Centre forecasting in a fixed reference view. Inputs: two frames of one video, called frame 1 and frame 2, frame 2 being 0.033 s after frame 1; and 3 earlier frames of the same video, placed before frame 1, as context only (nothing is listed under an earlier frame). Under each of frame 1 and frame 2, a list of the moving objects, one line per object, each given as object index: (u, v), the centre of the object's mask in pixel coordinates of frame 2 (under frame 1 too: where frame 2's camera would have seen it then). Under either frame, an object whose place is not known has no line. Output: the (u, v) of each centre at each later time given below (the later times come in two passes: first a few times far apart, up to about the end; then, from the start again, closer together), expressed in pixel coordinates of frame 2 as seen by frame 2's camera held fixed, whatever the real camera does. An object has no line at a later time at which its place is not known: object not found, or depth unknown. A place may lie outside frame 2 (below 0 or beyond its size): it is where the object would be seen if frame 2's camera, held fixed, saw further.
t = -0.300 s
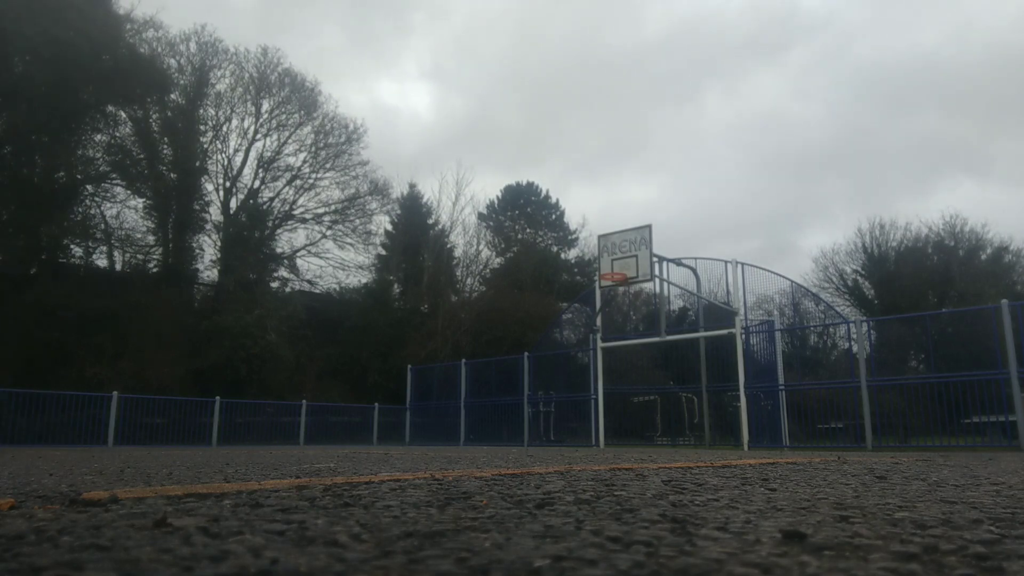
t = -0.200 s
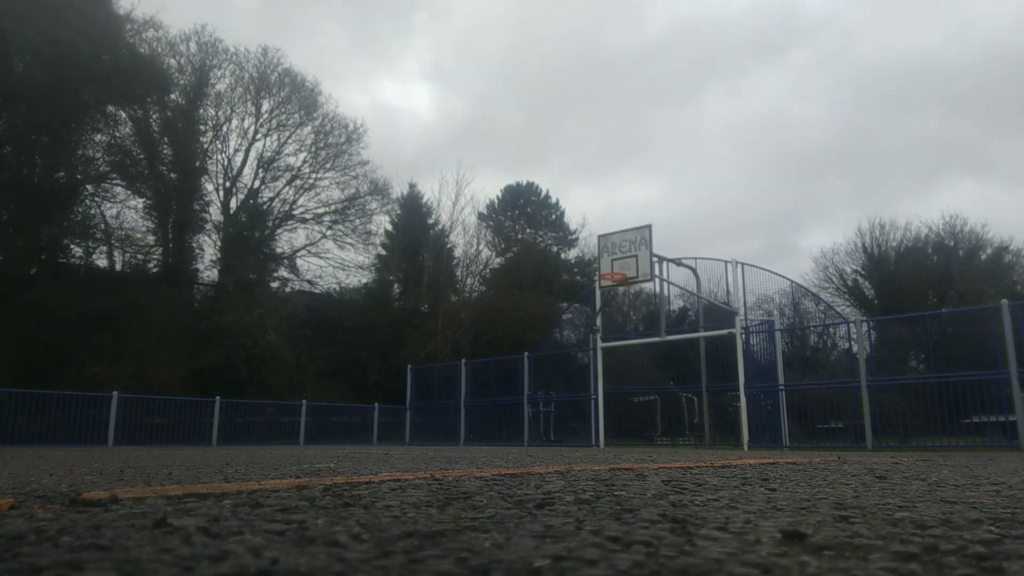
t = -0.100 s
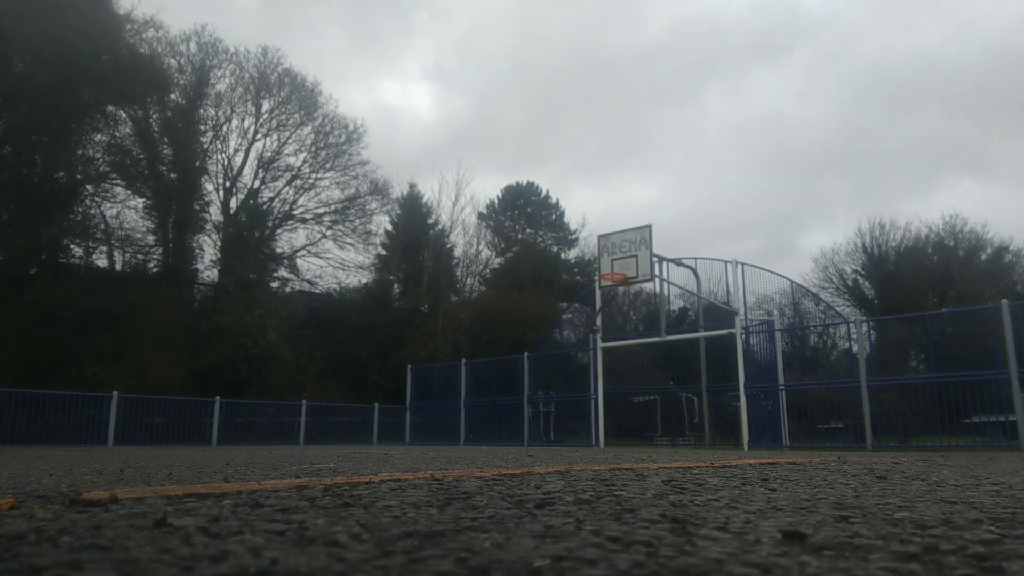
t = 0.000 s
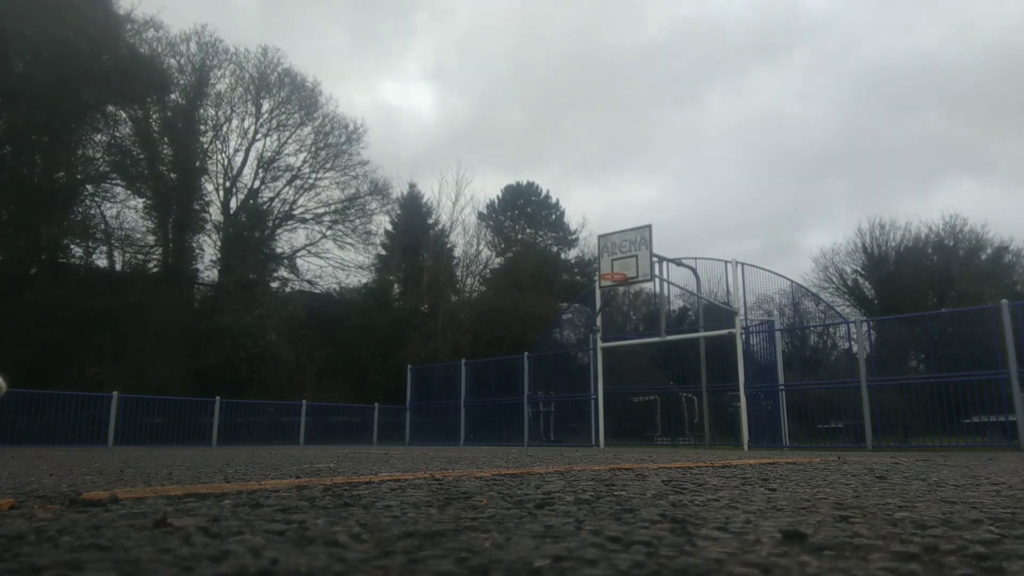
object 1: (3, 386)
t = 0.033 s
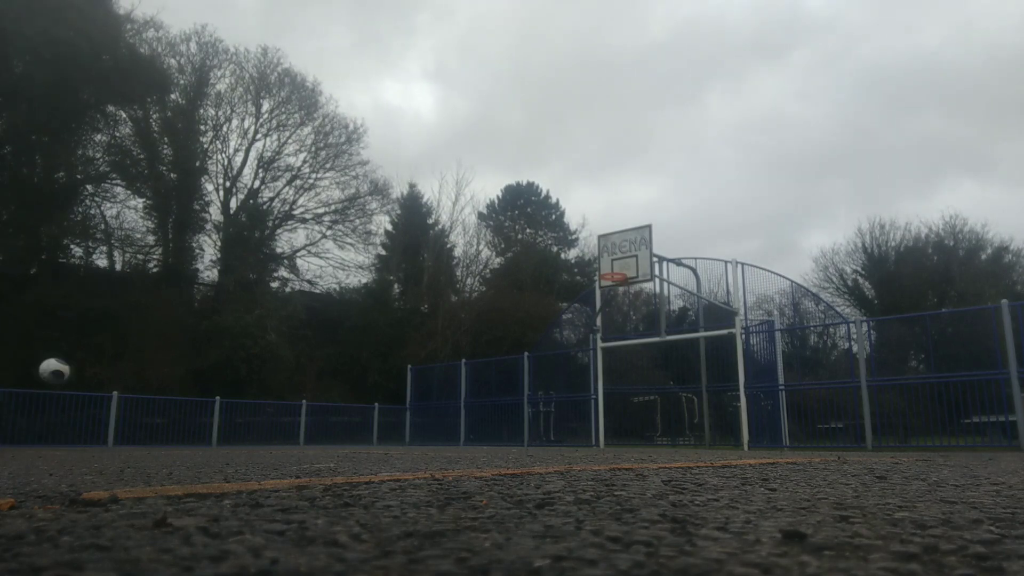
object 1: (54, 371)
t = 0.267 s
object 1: (342, 319)
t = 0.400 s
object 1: (435, 315)
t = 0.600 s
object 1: (531, 329)
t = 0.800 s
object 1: (598, 354)
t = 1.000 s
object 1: (637, 382)
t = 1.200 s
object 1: (641, 400)
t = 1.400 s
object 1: (651, 438)
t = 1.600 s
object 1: (655, 394)
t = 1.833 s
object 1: (663, 376)
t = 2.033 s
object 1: (674, 394)
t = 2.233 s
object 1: (691, 430)
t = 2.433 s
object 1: (704, 386)
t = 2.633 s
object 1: (723, 383)
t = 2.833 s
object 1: (752, 435)
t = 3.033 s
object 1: (784, 384)
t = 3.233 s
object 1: (832, 380)
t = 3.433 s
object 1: (901, 407)
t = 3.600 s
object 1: (982, 374)
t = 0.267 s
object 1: (342, 319)
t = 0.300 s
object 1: (369, 317)
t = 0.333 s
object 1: (393, 316)
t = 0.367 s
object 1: (415, 316)
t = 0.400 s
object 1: (435, 315)
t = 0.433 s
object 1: (454, 317)
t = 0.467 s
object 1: (472, 318)
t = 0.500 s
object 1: (488, 320)
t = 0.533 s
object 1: (504, 323)
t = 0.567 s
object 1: (518, 325)
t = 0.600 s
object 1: (531, 329)
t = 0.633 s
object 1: (543, 332)
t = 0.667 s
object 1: (556, 335)
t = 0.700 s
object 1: (566, 340)
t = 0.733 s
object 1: (577, 345)
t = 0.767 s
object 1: (588, 349)
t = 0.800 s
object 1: (598, 354)
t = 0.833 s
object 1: (607, 360)
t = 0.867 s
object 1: (616, 366)
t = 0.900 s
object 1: (624, 372)
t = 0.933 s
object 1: (632, 378)
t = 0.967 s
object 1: (637, 382)
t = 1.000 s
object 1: (637, 382)
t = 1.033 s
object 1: (638, 384)
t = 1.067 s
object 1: (638, 386)
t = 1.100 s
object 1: (639, 388)
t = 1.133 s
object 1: (639, 392)
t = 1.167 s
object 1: (640, 396)
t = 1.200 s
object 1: (641, 400)
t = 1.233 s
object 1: (642, 407)
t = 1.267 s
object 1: (644, 413)
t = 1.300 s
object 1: (646, 422)
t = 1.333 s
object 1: (647, 431)
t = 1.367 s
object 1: (649, 440)
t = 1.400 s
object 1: (651, 438)
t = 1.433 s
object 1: (651, 430)
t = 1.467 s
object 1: (651, 422)
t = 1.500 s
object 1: (652, 413)
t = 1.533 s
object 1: (653, 407)
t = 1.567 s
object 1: (653, 400)
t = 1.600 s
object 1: (655, 394)
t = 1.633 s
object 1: (656, 390)
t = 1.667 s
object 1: (657, 385)
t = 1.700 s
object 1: (658, 382)
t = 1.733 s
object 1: (660, 379)
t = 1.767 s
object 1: (661, 377)
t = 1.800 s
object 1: (662, 376)
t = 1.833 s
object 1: (663, 376)
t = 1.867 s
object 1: (666, 377)
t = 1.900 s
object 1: (667, 378)
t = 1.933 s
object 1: (668, 381)
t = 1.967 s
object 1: (671, 384)
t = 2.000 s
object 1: (673, 389)
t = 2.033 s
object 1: (674, 394)
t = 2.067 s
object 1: (678, 402)
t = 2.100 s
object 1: (680, 410)
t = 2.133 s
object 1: (683, 421)
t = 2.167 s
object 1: (686, 432)
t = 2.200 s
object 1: (689, 439)
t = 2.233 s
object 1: (691, 430)
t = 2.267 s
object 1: (693, 421)
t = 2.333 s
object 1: (696, 404)
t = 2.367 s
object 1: (700, 397)
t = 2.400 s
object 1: (702, 392)
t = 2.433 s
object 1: (704, 386)
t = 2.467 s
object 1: (707, 384)
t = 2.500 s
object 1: (710, 381)
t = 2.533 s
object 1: (714, 380)
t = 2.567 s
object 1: (716, 380)
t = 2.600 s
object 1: (720, 380)
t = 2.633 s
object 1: (723, 383)
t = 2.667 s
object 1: (728, 386)
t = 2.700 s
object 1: (732, 394)
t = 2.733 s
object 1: (737, 400)
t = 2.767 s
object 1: (741, 410)
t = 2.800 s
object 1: (747, 422)
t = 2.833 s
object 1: (752, 435)
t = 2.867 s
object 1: (757, 428)
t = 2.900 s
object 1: (762, 416)
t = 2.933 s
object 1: (766, 407)
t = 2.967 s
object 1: (772, 398)
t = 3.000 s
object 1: (778, 390)
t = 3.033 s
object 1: (784, 384)
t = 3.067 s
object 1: (791, 378)
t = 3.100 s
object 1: (797, 375)
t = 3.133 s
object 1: (805, 373)
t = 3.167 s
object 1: (813, 374)
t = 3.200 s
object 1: (822, 376)
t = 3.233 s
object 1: (832, 380)
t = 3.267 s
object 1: (842, 388)
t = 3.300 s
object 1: (853, 399)
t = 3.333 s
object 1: (865, 412)
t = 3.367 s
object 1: (878, 429)
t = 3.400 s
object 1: (889, 420)
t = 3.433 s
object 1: (901, 407)
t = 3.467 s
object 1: (915, 396)
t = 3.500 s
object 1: (929, 387)
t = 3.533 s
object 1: (944, 382)
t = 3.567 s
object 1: (960, 376)
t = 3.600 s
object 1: (982, 374)
